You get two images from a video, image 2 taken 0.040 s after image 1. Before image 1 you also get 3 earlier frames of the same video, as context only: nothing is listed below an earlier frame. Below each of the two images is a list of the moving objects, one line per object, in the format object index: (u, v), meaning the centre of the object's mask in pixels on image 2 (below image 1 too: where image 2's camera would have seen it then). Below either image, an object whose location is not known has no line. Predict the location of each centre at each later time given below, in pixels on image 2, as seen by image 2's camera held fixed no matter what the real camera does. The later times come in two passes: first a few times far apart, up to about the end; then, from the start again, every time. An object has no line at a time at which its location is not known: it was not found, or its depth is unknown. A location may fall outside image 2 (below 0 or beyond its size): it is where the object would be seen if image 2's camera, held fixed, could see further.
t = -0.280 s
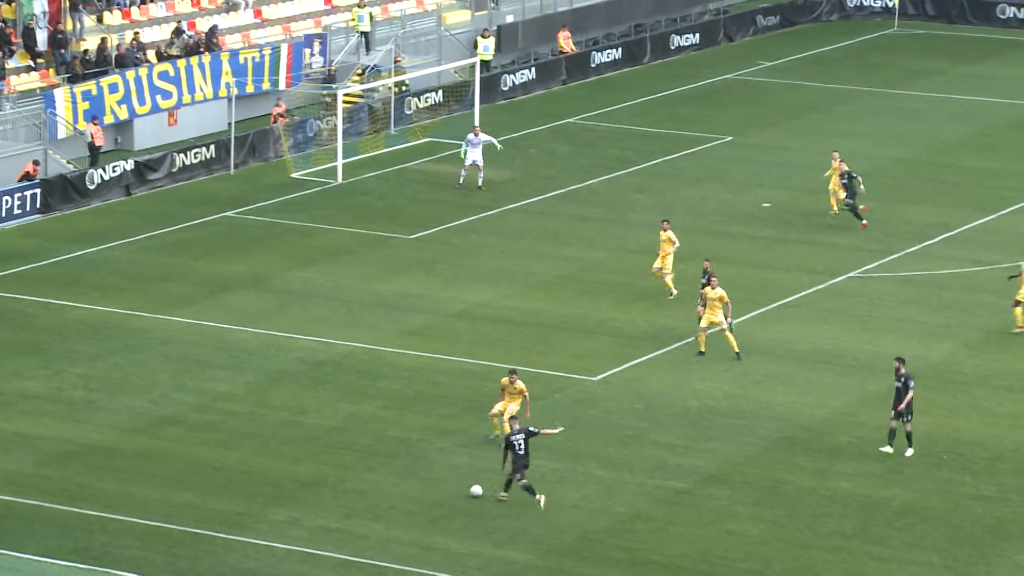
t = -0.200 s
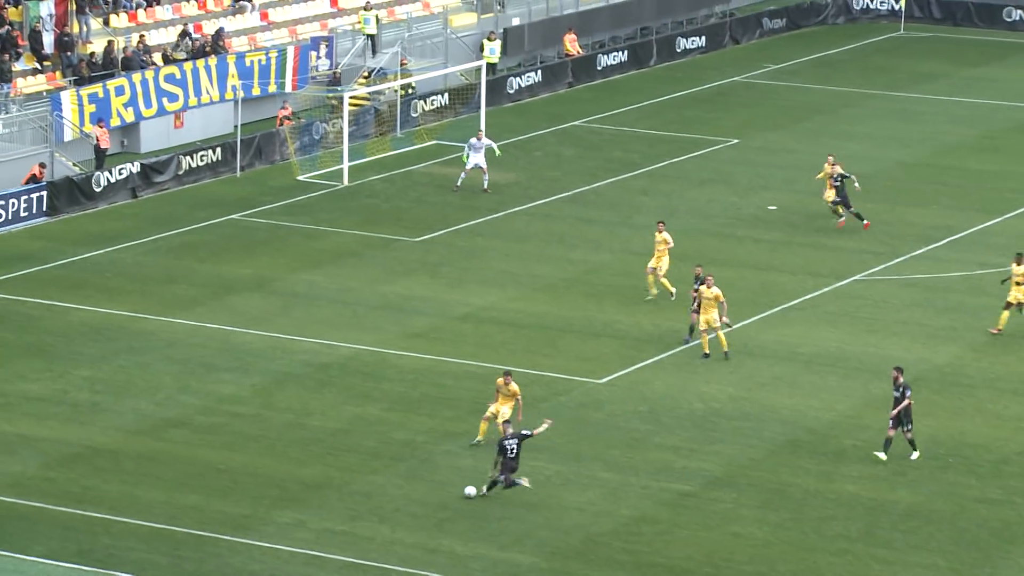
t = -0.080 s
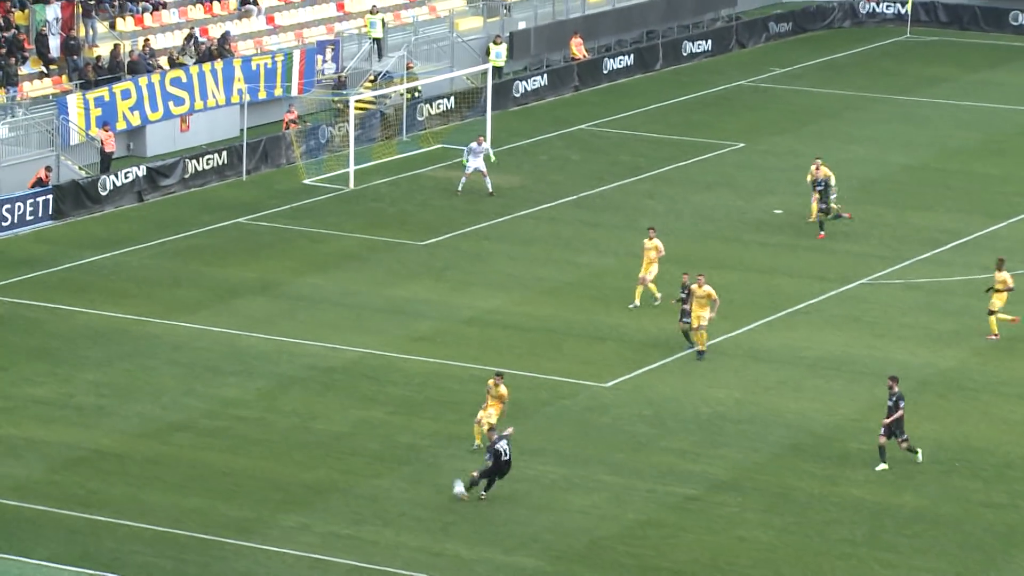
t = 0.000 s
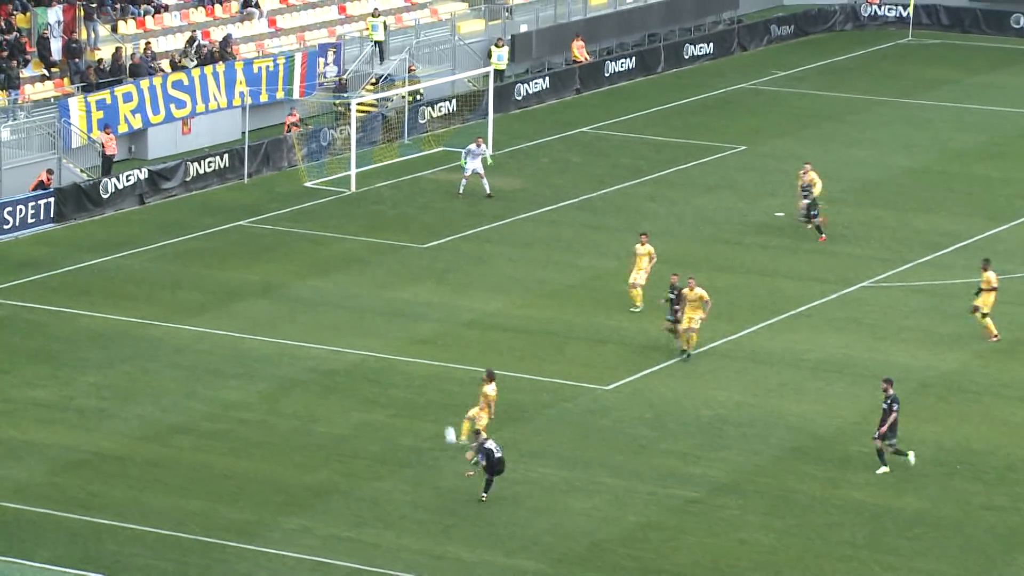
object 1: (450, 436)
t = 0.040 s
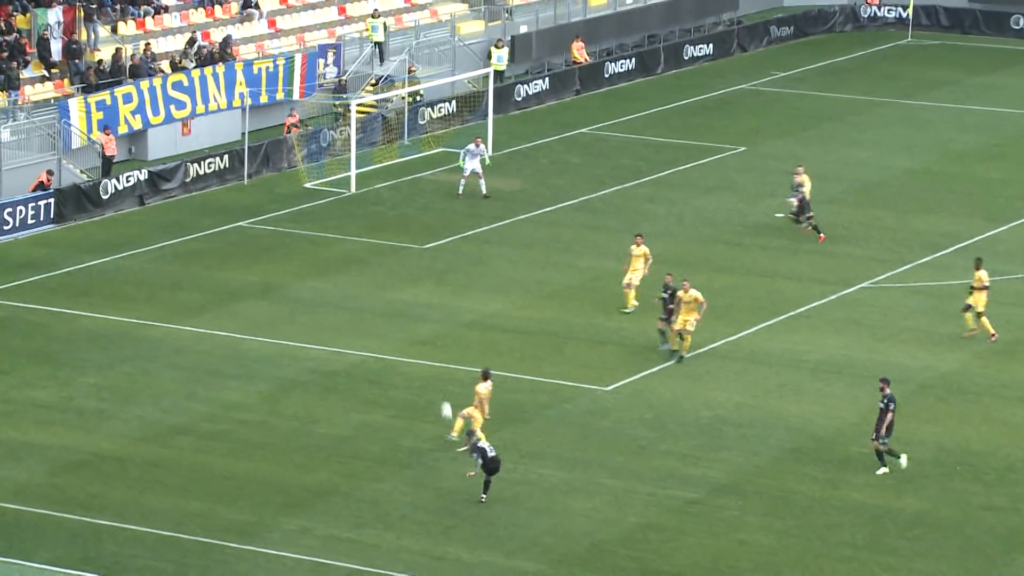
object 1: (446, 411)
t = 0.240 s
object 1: (441, 312)
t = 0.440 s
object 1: (450, 249)
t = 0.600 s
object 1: (464, 219)
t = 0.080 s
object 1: (444, 387)
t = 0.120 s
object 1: (442, 365)
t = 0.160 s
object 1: (441, 346)
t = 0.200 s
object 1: (441, 328)
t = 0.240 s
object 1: (441, 312)
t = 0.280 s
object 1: (442, 296)
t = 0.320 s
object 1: (444, 282)
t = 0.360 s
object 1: (445, 270)
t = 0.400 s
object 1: (447, 259)
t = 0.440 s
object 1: (450, 249)
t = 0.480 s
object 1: (453, 240)
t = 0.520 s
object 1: (456, 232)
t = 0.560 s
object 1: (460, 225)
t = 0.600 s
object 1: (464, 219)
